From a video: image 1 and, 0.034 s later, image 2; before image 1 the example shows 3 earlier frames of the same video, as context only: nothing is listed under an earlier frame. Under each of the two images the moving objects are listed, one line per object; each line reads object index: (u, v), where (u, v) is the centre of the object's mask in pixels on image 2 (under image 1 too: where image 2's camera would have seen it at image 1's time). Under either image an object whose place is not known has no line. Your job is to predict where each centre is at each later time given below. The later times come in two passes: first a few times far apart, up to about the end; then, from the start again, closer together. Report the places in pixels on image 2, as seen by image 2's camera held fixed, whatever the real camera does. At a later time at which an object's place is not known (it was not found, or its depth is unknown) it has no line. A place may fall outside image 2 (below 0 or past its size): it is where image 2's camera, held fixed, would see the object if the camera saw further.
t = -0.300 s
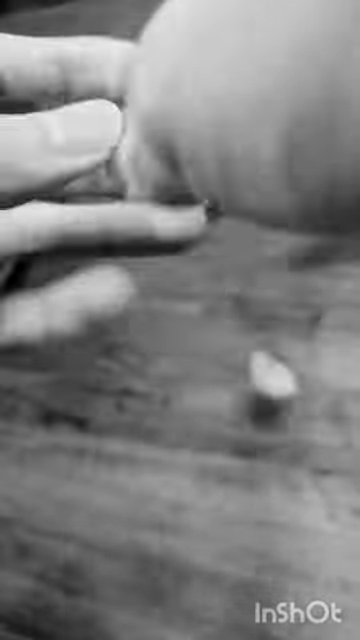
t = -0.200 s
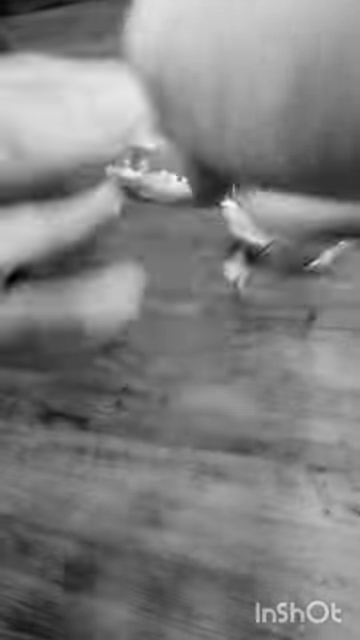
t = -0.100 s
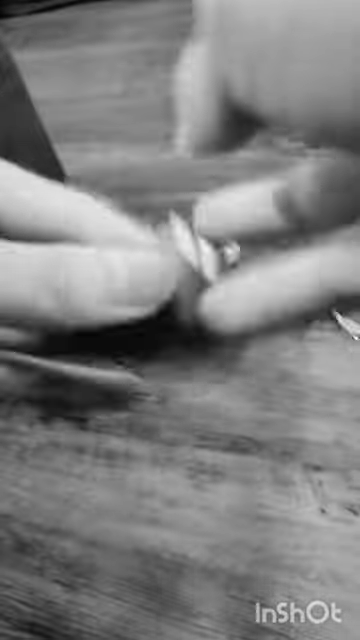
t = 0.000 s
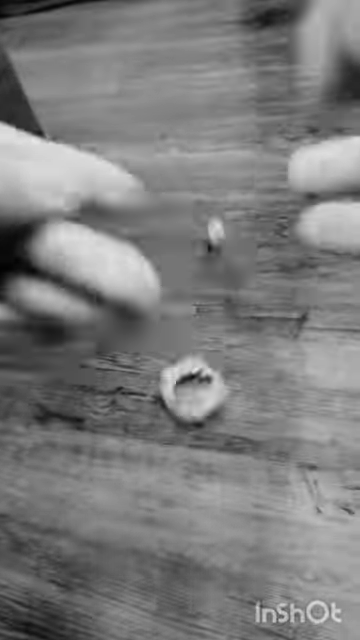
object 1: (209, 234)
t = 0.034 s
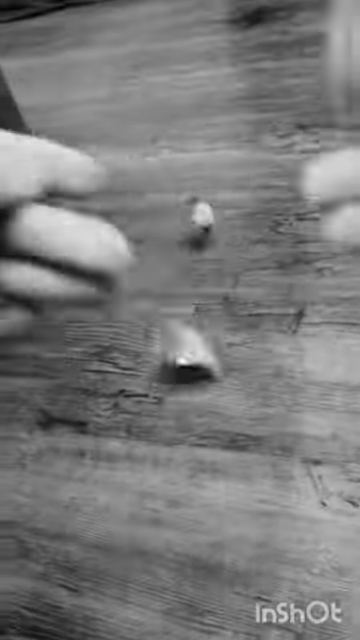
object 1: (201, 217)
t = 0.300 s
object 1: (159, 172)
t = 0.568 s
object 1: (133, 152)
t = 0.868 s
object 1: (130, 150)
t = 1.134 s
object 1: (131, 149)
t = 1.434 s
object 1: (131, 149)
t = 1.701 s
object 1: (131, 149)
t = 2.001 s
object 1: (131, 149)
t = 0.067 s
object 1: (197, 206)
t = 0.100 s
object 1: (194, 204)
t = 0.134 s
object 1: (191, 203)
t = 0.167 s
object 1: (185, 192)
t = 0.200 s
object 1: (180, 190)
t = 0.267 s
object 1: (165, 180)
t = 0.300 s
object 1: (159, 172)
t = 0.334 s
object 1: (155, 170)
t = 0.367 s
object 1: (150, 169)
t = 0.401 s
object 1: (146, 164)
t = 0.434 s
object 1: (143, 162)
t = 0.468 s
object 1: (139, 159)
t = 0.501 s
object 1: (136, 156)
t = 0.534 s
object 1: (134, 153)
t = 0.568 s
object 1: (133, 152)
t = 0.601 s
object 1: (131, 151)
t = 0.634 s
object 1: (131, 150)
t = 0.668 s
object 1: (131, 150)
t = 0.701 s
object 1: (131, 150)
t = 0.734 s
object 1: (130, 150)
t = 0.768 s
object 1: (130, 150)
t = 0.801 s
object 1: (130, 150)
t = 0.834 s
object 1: (130, 150)
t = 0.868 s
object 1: (130, 150)
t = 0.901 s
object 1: (131, 150)
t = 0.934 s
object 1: (131, 150)
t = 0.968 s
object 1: (131, 150)
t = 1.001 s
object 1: (131, 150)
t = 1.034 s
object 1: (131, 149)
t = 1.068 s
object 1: (131, 150)
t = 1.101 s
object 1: (131, 149)
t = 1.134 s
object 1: (131, 149)
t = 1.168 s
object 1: (131, 149)
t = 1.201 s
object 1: (131, 149)
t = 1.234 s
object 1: (131, 149)
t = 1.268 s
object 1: (131, 149)
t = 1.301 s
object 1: (131, 149)
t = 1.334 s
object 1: (131, 149)
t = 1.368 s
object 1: (131, 149)
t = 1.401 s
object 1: (131, 149)
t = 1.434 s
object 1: (131, 149)
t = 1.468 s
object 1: (131, 149)
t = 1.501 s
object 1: (131, 149)
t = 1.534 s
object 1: (131, 149)
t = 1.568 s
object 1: (131, 149)
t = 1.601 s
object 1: (131, 149)
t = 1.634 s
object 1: (131, 149)
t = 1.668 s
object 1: (131, 149)
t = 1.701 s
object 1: (131, 149)
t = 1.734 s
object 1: (131, 149)
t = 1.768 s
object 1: (131, 149)
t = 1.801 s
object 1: (131, 149)
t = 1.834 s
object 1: (131, 149)
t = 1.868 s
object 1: (131, 149)
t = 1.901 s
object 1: (131, 149)
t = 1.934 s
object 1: (131, 149)
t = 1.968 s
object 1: (131, 149)
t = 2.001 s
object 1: (131, 149)
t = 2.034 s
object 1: (131, 149)
